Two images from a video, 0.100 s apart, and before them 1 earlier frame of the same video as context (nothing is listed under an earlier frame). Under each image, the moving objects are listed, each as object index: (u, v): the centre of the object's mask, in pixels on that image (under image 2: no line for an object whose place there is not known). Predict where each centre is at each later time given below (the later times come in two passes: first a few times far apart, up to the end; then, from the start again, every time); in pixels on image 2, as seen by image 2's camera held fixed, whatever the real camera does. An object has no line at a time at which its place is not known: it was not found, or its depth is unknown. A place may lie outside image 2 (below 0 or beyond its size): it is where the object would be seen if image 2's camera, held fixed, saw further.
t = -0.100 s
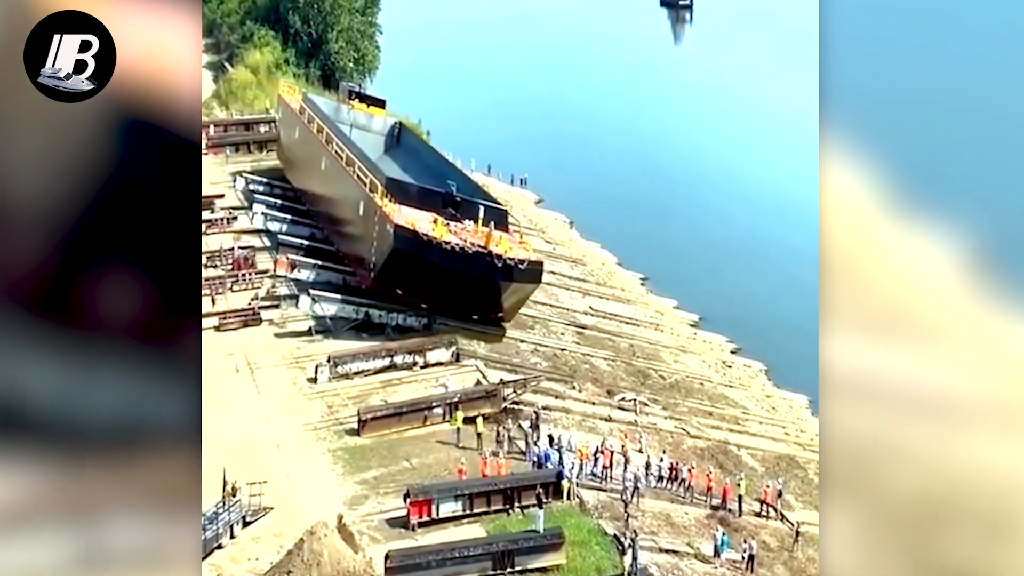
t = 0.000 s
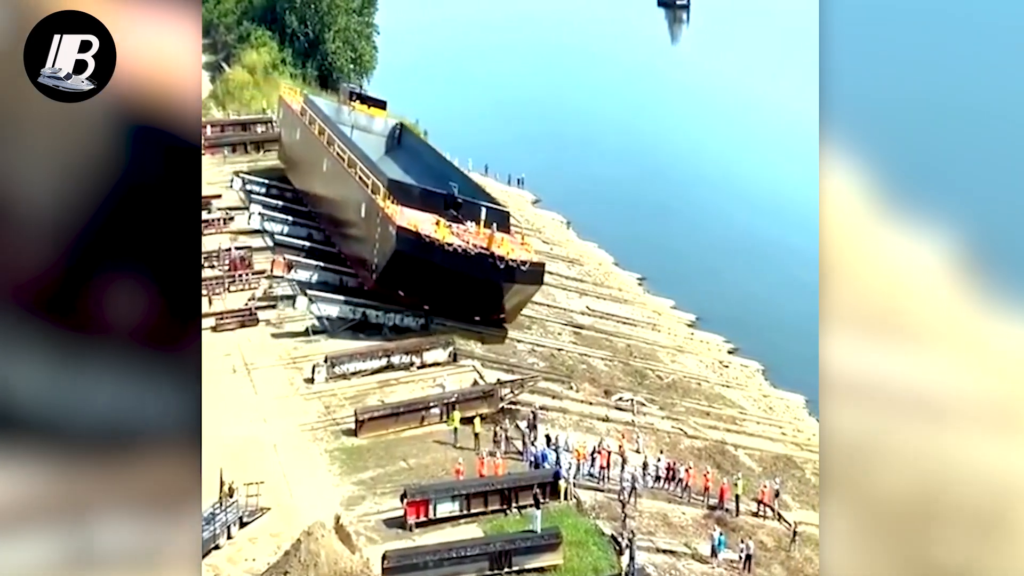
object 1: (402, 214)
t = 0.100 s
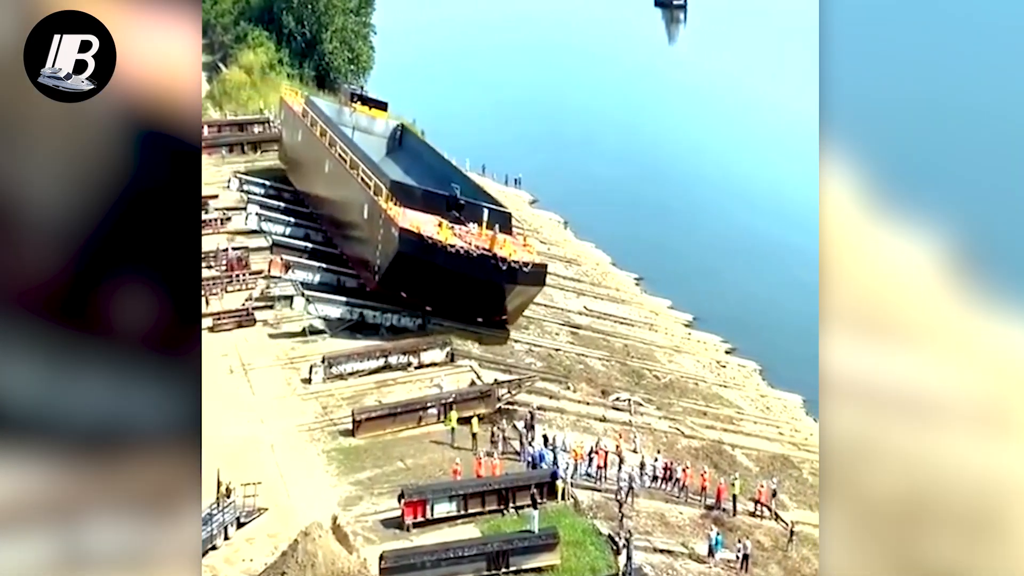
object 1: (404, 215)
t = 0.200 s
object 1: (411, 215)
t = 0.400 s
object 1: (422, 217)
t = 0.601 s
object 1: (432, 219)
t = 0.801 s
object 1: (443, 222)
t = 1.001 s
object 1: (457, 225)
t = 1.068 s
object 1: (462, 226)
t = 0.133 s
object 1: (405, 216)
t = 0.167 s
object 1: (409, 216)
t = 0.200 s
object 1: (411, 215)
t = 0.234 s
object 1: (413, 215)
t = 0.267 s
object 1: (414, 216)
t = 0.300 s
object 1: (416, 216)
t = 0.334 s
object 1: (418, 216)
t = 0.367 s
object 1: (419, 217)
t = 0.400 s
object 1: (422, 217)
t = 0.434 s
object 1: (423, 218)
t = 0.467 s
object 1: (424, 218)
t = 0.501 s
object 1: (427, 219)
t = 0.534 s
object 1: (428, 218)
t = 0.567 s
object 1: (431, 219)
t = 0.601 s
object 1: (432, 219)
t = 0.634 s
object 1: (433, 219)
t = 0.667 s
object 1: (437, 220)
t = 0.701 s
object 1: (438, 220)
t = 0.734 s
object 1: (441, 221)
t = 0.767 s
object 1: (442, 221)
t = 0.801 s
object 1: (443, 222)
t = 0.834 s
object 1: (446, 222)
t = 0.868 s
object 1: (447, 223)
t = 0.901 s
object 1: (450, 223)
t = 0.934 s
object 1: (452, 224)
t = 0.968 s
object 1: (454, 224)
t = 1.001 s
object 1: (457, 225)
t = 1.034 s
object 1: (458, 225)
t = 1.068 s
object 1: (462, 226)
